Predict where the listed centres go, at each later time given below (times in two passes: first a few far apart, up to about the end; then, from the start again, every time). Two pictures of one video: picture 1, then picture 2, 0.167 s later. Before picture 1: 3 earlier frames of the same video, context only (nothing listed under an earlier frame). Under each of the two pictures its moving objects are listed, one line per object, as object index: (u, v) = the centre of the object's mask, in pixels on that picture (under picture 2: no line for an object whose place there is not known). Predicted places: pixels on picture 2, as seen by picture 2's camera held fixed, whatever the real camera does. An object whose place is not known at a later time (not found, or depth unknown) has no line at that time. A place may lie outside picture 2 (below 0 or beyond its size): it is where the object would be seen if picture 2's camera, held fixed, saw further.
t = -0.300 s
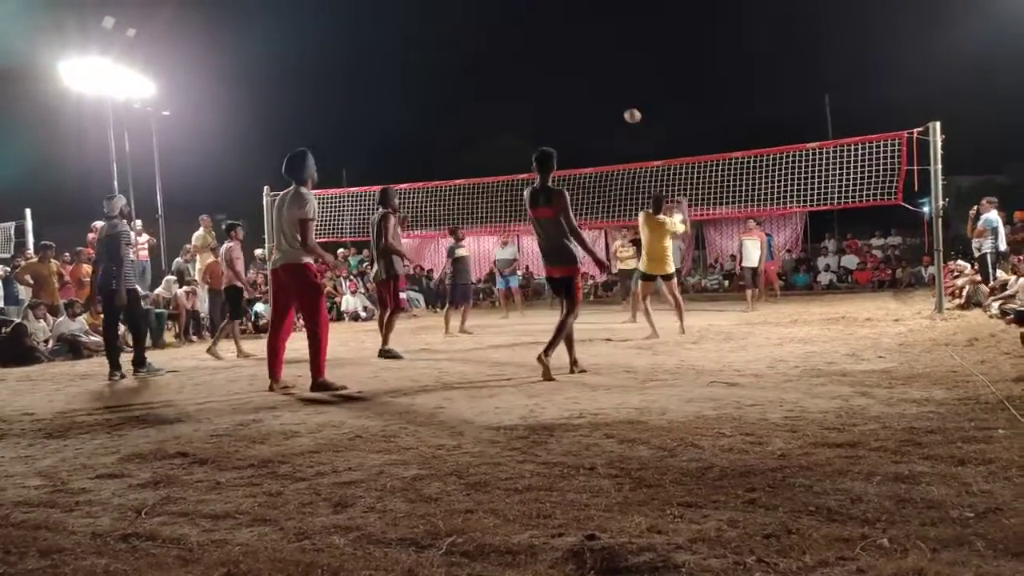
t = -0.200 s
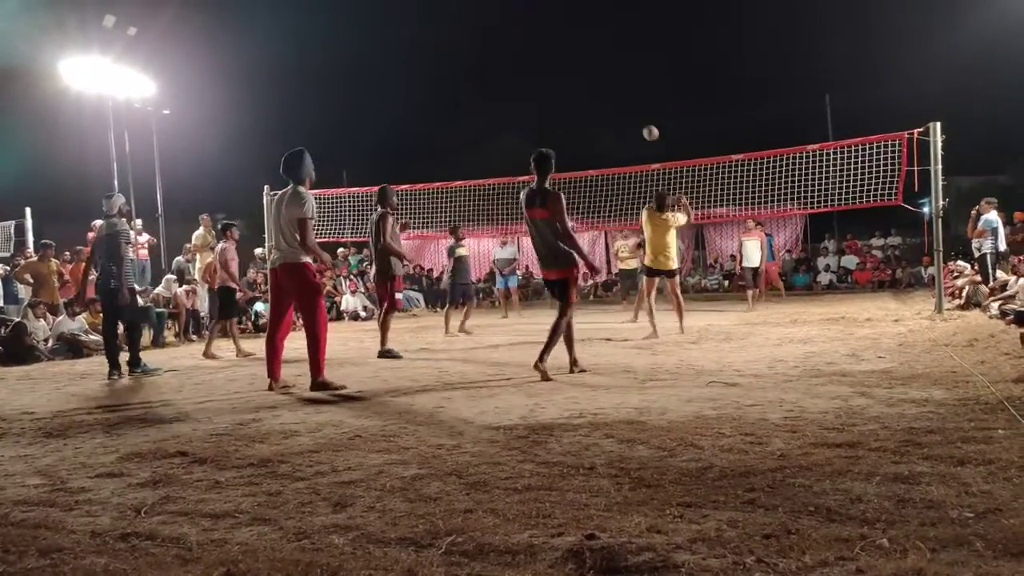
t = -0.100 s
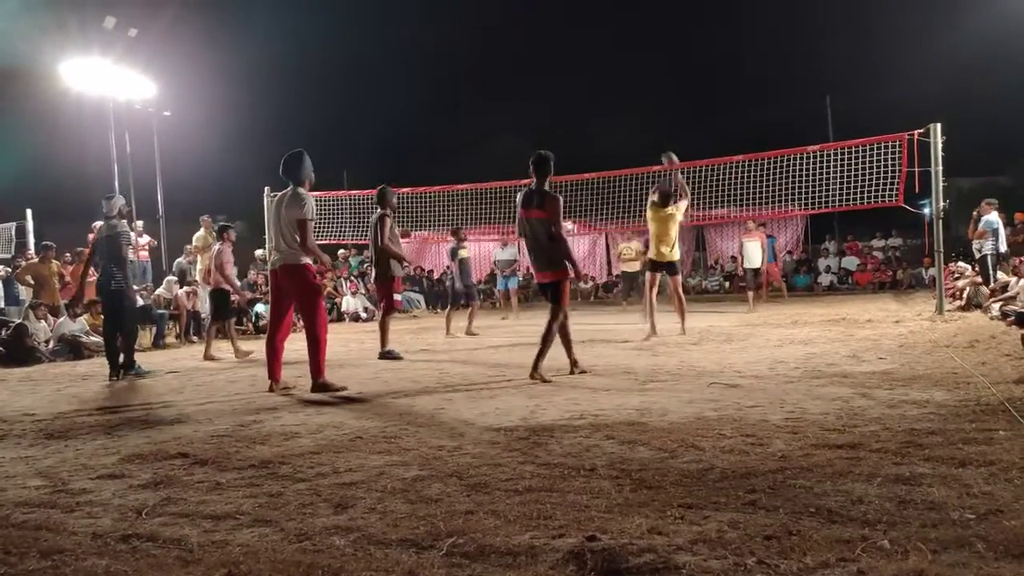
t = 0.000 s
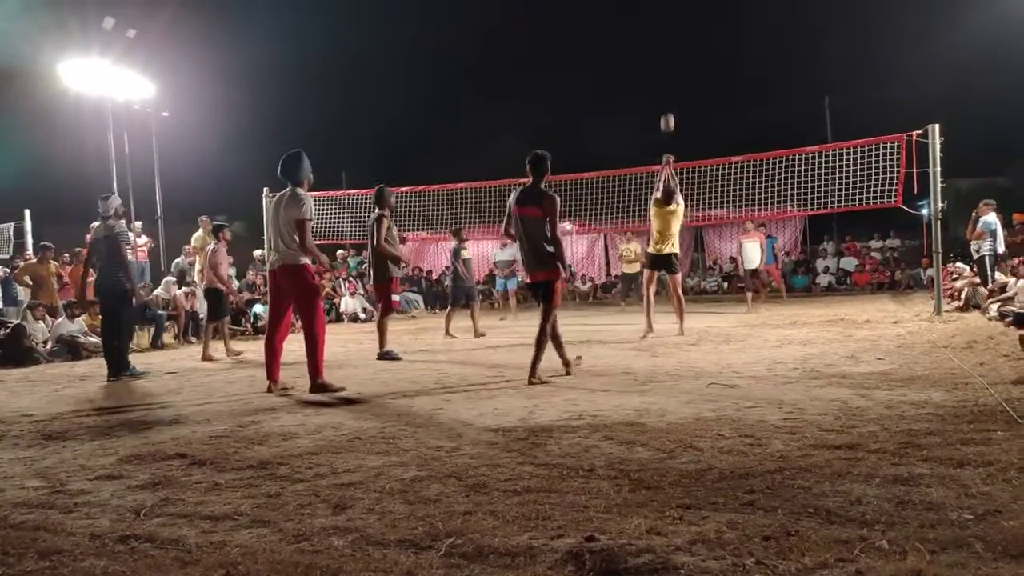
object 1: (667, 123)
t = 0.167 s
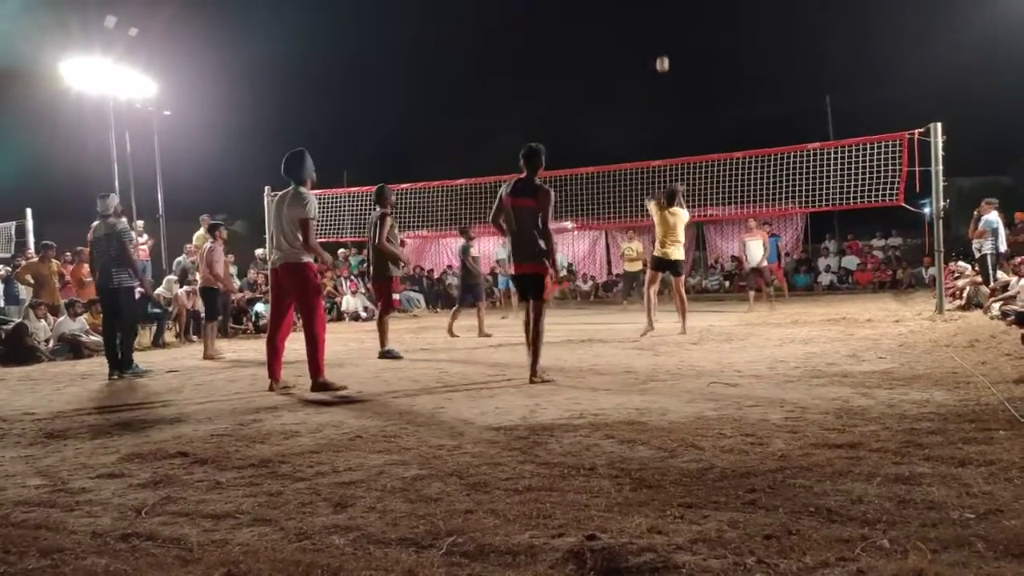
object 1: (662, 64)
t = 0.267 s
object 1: (660, 44)
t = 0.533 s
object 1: (655, 29)
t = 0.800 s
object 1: (651, 54)
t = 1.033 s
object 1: (648, 99)
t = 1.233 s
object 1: (647, 150)
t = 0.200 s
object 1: (661, 56)
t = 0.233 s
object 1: (661, 50)
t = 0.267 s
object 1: (660, 44)
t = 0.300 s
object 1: (659, 39)
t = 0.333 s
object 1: (658, 36)
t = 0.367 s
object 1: (658, 32)
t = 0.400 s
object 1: (657, 31)
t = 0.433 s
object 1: (656, 29)
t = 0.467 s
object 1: (655, 28)
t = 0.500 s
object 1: (655, 28)
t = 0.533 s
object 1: (655, 29)
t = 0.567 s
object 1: (654, 30)
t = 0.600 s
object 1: (653, 32)
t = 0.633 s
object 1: (653, 34)
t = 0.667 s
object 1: (652, 37)
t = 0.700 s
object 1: (652, 41)
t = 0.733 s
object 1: (652, 45)
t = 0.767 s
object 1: (651, 49)
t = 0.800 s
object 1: (651, 54)
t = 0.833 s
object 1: (651, 59)
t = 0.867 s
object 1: (650, 65)
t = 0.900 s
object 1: (650, 71)
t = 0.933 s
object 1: (650, 77)
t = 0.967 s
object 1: (649, 85)
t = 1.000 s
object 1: (648, 91)
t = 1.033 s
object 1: (648, 99)
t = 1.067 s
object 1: (648, 107)
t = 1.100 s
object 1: (648, 115)
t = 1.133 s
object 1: (648, 123)
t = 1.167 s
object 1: (647, 132)
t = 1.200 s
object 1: (647, 141)
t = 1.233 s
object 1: (647, 150)
